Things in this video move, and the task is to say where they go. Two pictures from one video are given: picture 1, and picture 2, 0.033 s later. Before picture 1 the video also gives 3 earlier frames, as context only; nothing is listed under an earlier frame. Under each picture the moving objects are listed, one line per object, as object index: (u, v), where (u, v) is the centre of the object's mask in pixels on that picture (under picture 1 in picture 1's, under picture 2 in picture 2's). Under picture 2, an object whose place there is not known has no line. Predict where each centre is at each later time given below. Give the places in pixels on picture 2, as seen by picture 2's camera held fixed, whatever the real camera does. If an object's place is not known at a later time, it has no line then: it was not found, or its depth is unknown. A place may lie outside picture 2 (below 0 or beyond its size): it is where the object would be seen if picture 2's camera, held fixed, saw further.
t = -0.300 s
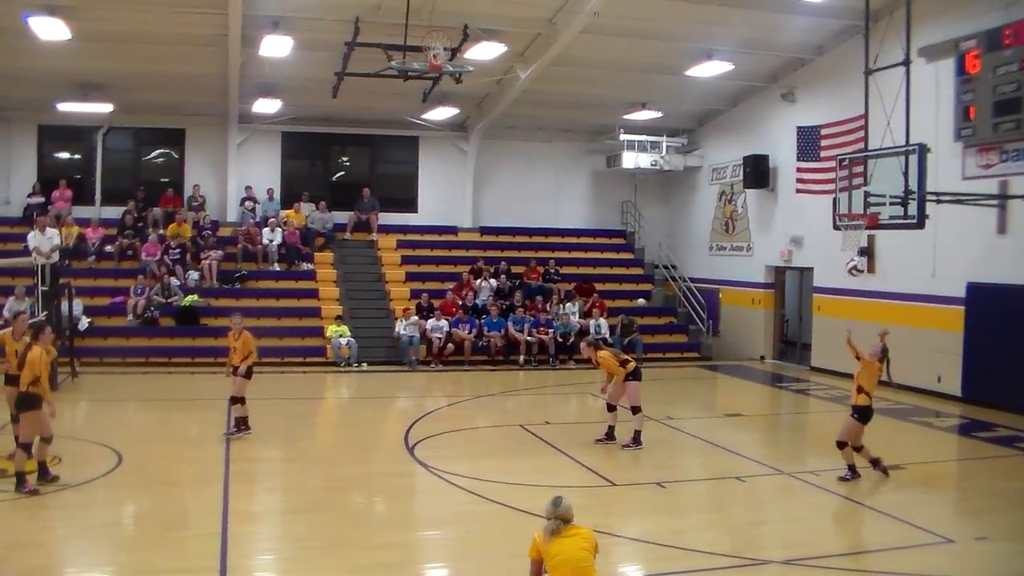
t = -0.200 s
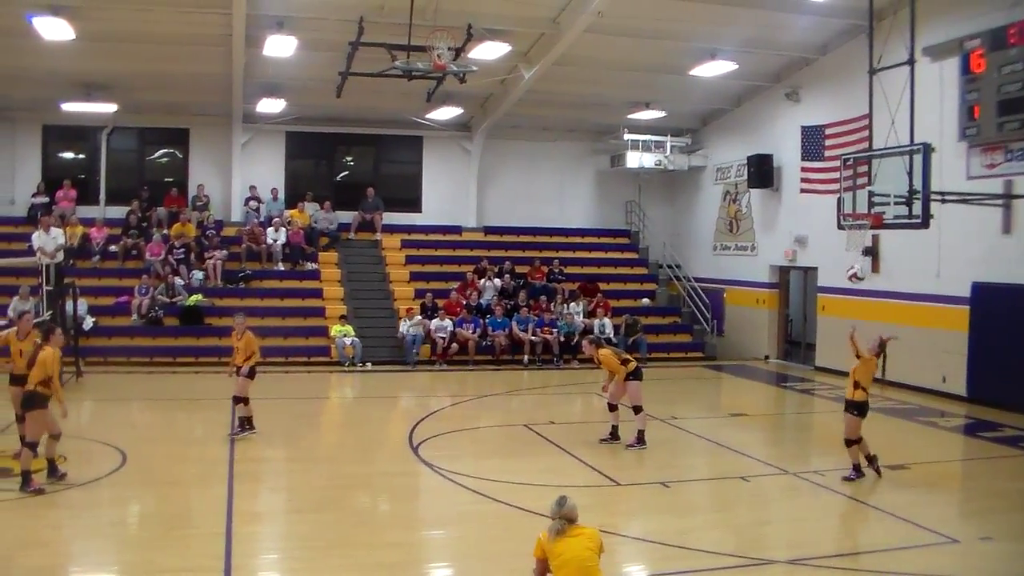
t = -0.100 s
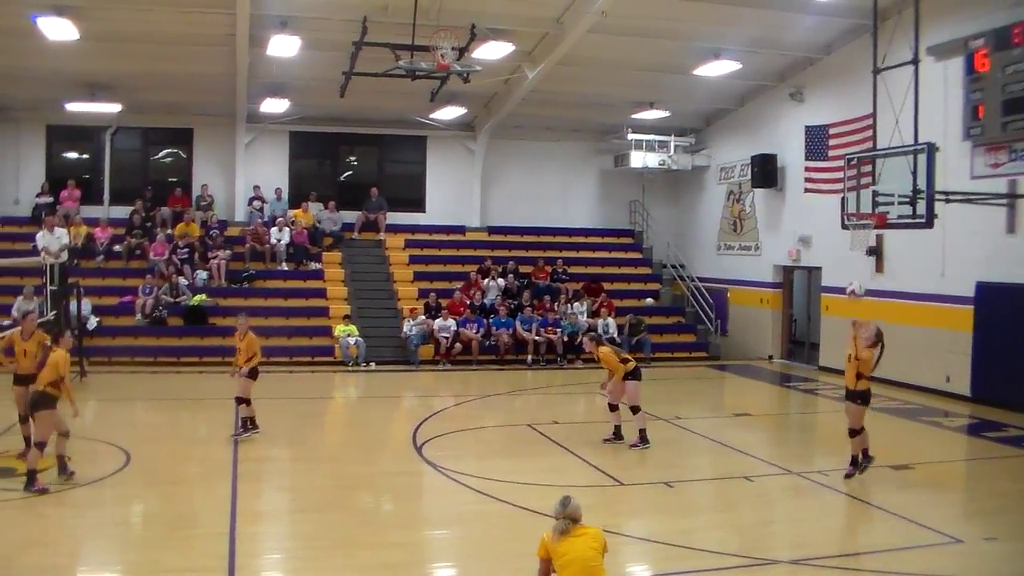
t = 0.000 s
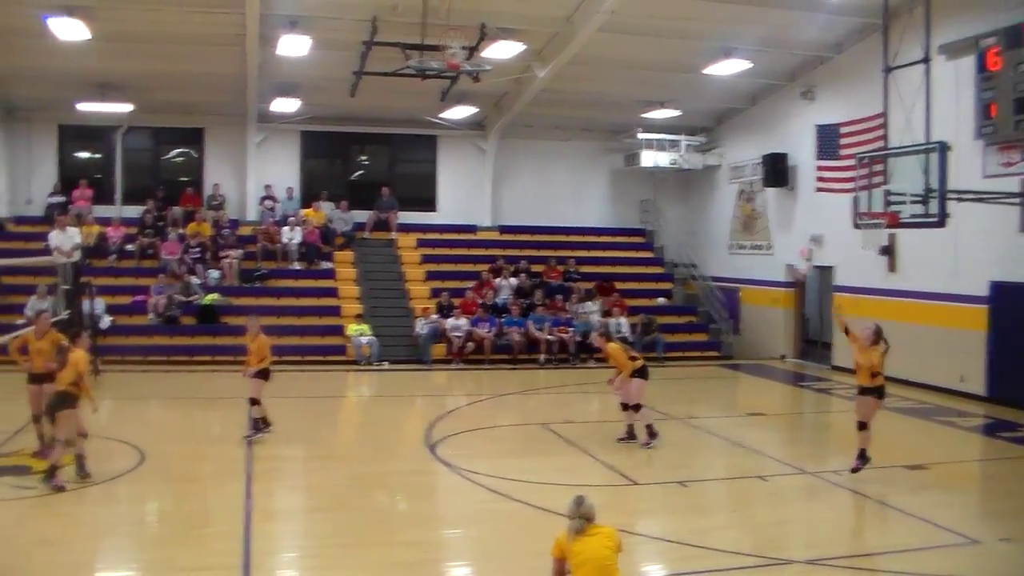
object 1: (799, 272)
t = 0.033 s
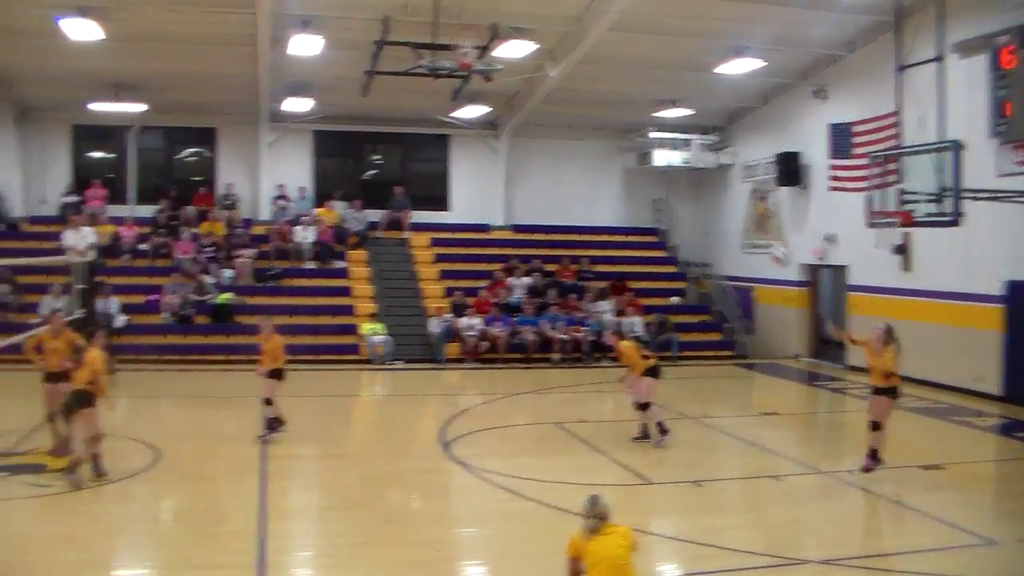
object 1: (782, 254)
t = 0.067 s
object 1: (750, 241)
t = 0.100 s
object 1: (716, 224)
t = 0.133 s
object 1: (683, 213)
